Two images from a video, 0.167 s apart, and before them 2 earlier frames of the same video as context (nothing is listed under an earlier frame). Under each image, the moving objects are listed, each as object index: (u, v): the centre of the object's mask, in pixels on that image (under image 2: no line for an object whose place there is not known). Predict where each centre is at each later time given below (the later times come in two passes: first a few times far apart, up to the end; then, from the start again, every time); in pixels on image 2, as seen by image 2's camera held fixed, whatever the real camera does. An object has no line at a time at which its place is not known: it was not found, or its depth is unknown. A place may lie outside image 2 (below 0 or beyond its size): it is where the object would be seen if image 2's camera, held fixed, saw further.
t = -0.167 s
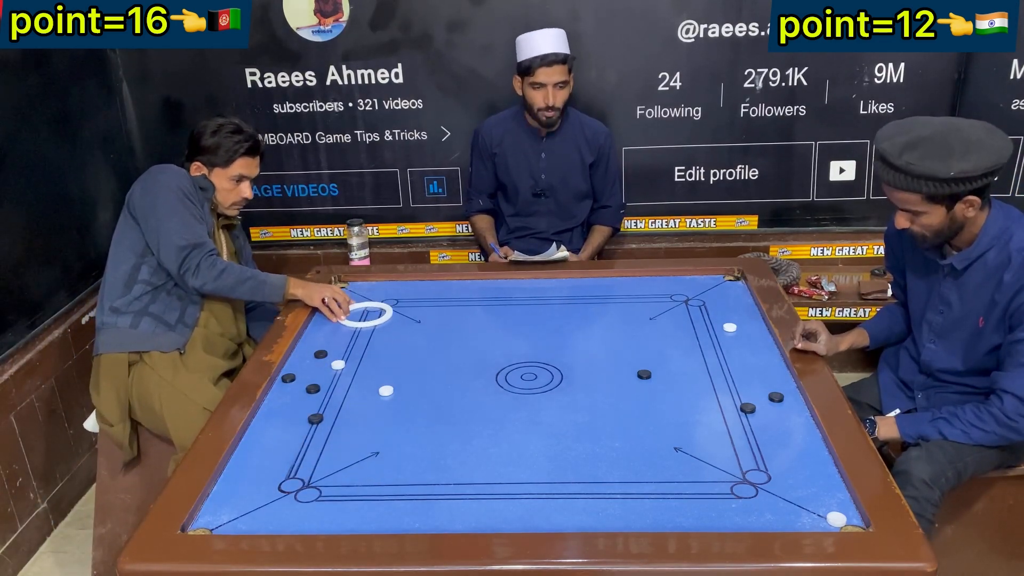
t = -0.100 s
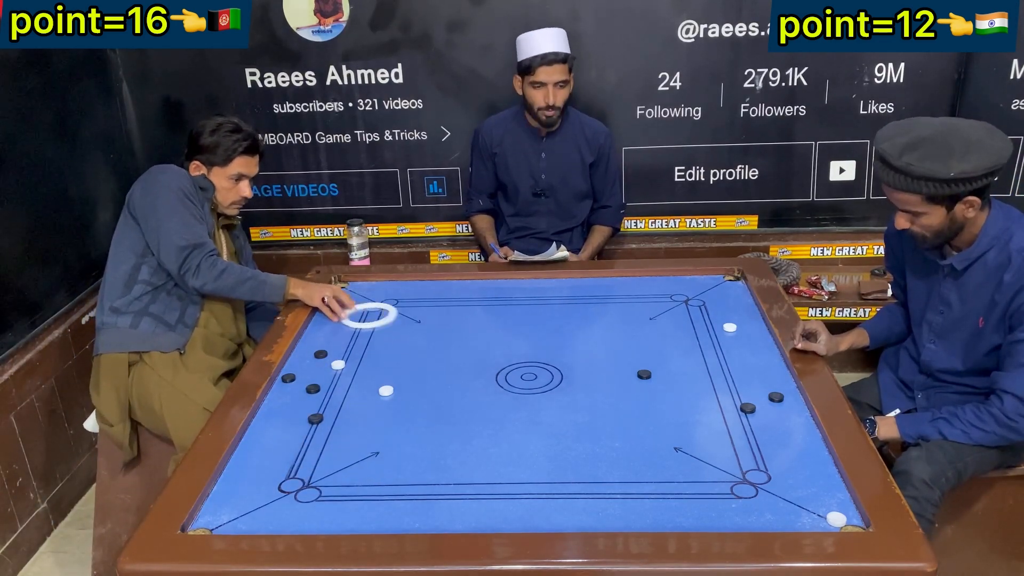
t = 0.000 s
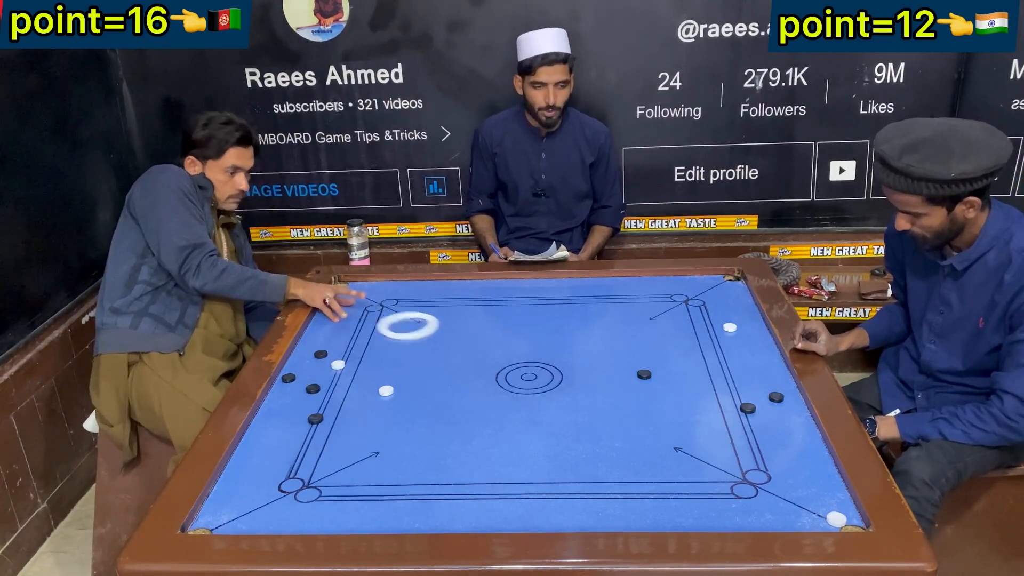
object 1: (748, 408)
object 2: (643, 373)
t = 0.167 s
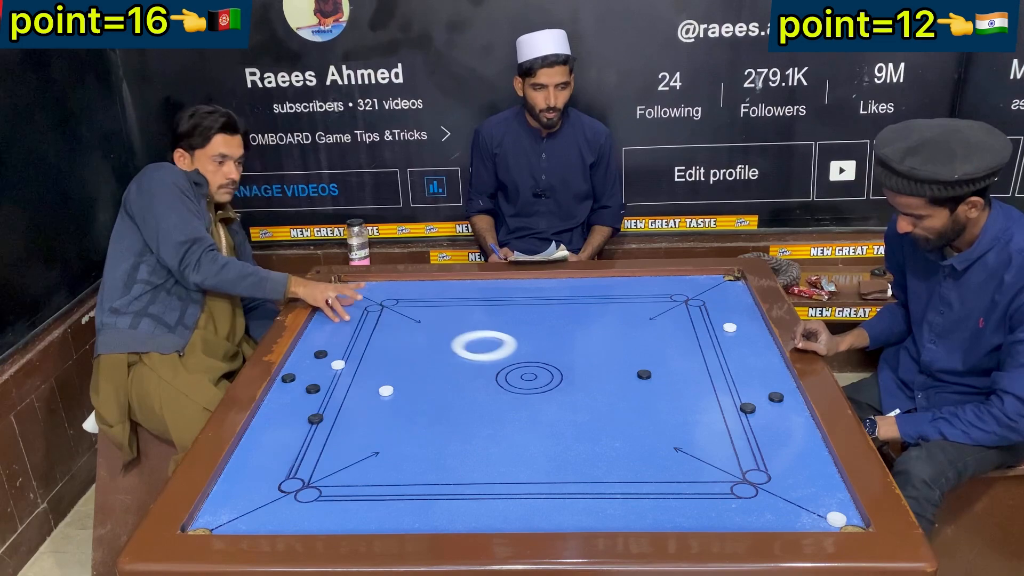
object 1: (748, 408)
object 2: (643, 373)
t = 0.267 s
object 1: (747, 408)
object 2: (643, 373)
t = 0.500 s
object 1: (747, 408)
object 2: (690, 373)
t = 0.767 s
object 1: (790, 411)
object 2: (771, 372)
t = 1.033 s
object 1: (729, 417)
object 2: (727, 374)
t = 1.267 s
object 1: (678, 422)
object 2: (691, 374)
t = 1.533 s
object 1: (623, 427)
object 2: (654, 376)
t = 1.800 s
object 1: (570, 431)
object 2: (623, 377)
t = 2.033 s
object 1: (529, 434)
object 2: (599, 378)
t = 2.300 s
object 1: (497, 433)
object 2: (576, 378)
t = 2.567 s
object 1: (482, 424)
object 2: (556, 379)
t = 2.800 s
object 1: (473, 419)
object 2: (546, 380)
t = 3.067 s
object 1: (466, 413)
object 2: (541, 380)
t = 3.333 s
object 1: (462, 410)
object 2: (540, 380)
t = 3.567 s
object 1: (462, 409)
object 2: (540, 380)
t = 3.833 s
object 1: (462, 409)
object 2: (540, 380)
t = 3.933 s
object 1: (462, 409)
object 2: (540, 380)
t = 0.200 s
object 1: (748, 408)
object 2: (643, 373)
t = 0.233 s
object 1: (748, 408)
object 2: (643, 373)
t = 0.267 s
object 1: (747, 408)
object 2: (643, 373)
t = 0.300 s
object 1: (747, 408)
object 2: (643, 373)
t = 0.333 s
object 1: (747, 408)
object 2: (643, 373)
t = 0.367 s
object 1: (747, 408)
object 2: (643, 373)
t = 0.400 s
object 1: (747, 408)
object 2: (644, 373)
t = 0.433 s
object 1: (748, 408)
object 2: (658, 373)
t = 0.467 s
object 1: (747, 408)
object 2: (674, 373)
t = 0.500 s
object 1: (747, 408)
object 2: (690, 373)
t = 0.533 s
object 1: (747, 408)
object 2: (706, 373)
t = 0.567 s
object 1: (747, 408)
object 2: (722, 373)
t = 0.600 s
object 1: (747, 408)
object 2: (738, 373)
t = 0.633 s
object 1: (759, 408)
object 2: (754, 372)
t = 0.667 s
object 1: (776, 408)
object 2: (769, 372)
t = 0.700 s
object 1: (793, 409)
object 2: (783, 372)
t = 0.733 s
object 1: (798, 410)
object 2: (777, 372)
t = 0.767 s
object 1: (790, 411)
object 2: (771, 372)
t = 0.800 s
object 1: (783, 412)
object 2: (765, 373)
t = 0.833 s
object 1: (775, 413)
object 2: (759, 373)
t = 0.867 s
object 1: (767, 413)
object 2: (754, 373)
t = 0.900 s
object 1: (759, 414)
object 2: (748, 373)
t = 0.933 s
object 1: (752, 415)
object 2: (743, 373)
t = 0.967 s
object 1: (744, 416)
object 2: (737, 373)
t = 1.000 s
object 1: (737, 416)
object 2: (732, 374)
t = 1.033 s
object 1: (729, 417)
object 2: (727, 374)
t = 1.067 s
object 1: (721, 418)
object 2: (722, 374)
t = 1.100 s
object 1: (714, 418)
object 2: (717, 374)
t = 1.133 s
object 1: (707, 419)
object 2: (711, 374)
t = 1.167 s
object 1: (700, 420)
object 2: (706, 374)
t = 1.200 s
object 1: (692, 421)
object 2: (701, 374)
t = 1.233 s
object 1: (686, 421)
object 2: (696, 374)
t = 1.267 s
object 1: (678, 422)
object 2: (691, 374)
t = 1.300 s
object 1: (671, 423)
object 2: (685, 375)
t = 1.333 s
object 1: (664, 423)
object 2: (681, 375)
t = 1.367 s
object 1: (657, 424)
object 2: (676, 375)
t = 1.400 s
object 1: (650, 425)
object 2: (671, 375)
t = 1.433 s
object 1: (643, 425)
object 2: (667, 376)
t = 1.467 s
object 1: (636, 426)
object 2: (662, 376)
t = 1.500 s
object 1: (630, 427)
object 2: (658, 376)
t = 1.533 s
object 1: (623, 427)
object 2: (654, 376)
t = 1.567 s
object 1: (616, 428)
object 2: (650, 376)
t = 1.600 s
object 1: (609, 428)
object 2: (646, 376)
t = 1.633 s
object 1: (603, 429)
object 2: (642, 376)
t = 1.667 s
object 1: (596, 429)
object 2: (638, 376)
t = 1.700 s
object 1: (589, 430)
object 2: (634, 377)
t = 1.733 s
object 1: (583, 430)
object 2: (631, 377)
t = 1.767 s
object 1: (577, 431)
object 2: (627, 377)
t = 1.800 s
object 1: (570, 431)
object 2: (623, 377)
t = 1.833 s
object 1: (564, 432)
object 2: (620, 377)
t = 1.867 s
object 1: (558, 432)
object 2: (616, 377)
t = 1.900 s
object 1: (552, 433)
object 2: (612, 377)
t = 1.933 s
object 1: (546, 433)
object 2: (609, 377)
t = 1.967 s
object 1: (540, 433)
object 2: (606, 377)
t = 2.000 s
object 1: (534, 434)
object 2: (602, 378)
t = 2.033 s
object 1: (529, 434)
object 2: (599, 378)
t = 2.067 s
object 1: (524, 434)
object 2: (596, 378)
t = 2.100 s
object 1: (519, 434)
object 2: (593, 378)
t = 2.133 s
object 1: (514, 435)
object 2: (590, 378)
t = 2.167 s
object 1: (509, 435)
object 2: (587, 378)
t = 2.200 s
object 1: (505, 435)
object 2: (584, 378)
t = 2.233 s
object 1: (501, 434)
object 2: (581, 378)
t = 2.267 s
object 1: (499, 433)
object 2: (579, 378)
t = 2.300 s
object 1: (497, 433)
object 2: (576, 378)
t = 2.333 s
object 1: (495, 431)
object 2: (573, 378)
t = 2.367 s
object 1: (493, 431)
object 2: (571, 378)
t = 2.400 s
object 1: (491, 429)
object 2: (568, 379)
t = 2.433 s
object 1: (489, 428)
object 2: (566, 379)
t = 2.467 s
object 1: (487, 427)
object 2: (563, 379)
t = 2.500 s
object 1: (486, 426)
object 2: (561, 379)
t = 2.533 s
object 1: (484, 425)
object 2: (558, 379)
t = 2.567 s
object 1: (482, 424)
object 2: (556, 379)
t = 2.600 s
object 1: (481, 423)
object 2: (554, 380)
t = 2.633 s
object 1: (479, 423)
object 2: (553, 380)
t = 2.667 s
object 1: (478, 422)
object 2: (551, 380)
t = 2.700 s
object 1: (477, 421)
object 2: (549, 380)
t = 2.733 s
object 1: (475, 420)
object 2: (548, 380)
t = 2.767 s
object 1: (474, 419)
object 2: (547, 380)
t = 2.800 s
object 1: (473, 419)
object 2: (546, 380)
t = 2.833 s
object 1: (472, 418)
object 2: (545, 380)
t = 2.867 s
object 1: (471, 417)
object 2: (544, 380)
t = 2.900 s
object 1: (470, 417)
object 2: (544, 379)
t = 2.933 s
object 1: (469, 416)
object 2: (543, 380)
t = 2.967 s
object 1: (468, 415)
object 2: (543, 380)
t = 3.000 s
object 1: (467, 414)
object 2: (542, 380)
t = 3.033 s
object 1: (467, 414)
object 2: (542, 380)
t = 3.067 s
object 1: (466, 413)
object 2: (541, 380)
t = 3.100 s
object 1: (465, 413)
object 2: (541, 380)
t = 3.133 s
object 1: (465, 412)
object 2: (541, 380)
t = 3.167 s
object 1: (464, 412)
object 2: (540, 380)
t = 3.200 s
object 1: (464, 411)
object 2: (540, 380)
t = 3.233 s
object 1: (463, 411)
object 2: (540, 380)
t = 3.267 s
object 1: (463, 410)
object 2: (540, 380)
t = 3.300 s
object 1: (463, 410)
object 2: (540, 380)
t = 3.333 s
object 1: (462, 410)
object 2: (540, 380)
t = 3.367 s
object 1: (462, 410)
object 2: (540, 380)
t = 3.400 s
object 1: (462, 409)
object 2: (540, 380)
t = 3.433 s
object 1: (462, 409)
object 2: (540, 380)
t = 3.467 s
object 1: (462, 409)
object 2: (540, 380)
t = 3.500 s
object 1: (462, 409)
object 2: (540, 380)
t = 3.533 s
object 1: (462, 409)
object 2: (540, 380)
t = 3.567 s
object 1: (462, 409)
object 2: (540, 380)
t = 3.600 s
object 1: (462, 409)
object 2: (540, 380)
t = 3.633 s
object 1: (462, 409)
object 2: (540, 380)
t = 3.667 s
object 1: (462, 409)
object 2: (540, 380)
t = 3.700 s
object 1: (462, 409)
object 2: (540, 380)
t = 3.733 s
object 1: (462, 409)
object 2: (540, 380)
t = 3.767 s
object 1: (462, 409)
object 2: (540, 380)
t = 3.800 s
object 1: (462, 409)
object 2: (540, 380)
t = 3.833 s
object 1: (462, 409)
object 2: (540, 380)
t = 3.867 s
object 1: (462, 409)
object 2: (540, 380)
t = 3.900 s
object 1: (462, 409)
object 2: (540, 380)
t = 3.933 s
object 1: (462, 409)
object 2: (540, 380)
